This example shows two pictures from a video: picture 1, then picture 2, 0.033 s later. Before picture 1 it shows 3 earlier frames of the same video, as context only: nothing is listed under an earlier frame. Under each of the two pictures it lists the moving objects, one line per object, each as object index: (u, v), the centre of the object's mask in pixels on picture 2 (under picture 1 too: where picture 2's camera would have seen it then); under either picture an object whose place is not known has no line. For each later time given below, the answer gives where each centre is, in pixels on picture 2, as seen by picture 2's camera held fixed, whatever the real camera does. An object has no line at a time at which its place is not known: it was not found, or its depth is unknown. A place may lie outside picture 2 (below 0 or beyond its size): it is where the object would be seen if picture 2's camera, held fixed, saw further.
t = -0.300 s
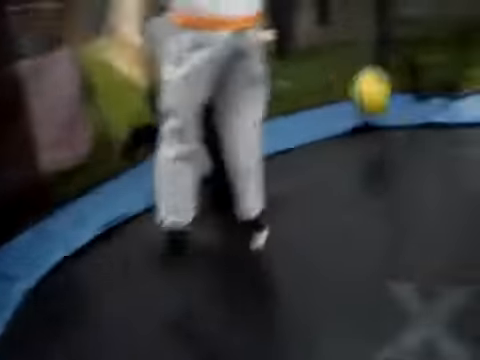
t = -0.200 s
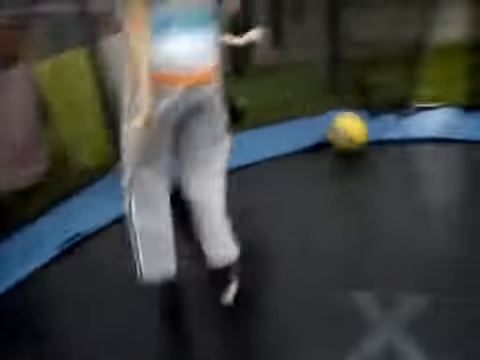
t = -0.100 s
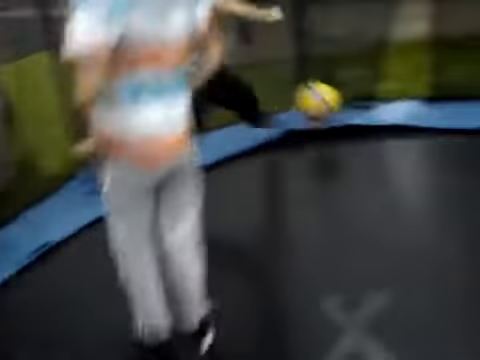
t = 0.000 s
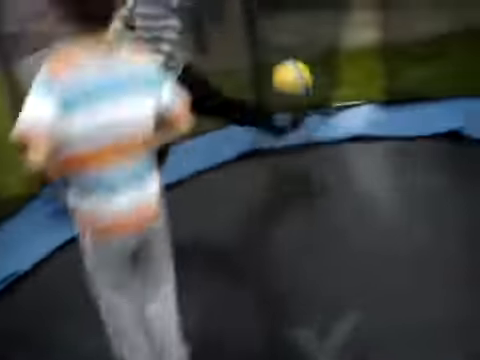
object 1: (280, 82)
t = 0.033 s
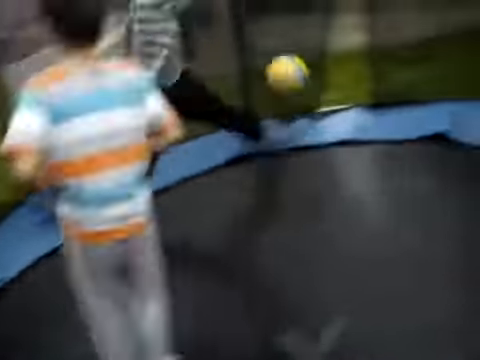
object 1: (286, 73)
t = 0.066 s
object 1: (293, 65)
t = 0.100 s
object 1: (301, 59)
